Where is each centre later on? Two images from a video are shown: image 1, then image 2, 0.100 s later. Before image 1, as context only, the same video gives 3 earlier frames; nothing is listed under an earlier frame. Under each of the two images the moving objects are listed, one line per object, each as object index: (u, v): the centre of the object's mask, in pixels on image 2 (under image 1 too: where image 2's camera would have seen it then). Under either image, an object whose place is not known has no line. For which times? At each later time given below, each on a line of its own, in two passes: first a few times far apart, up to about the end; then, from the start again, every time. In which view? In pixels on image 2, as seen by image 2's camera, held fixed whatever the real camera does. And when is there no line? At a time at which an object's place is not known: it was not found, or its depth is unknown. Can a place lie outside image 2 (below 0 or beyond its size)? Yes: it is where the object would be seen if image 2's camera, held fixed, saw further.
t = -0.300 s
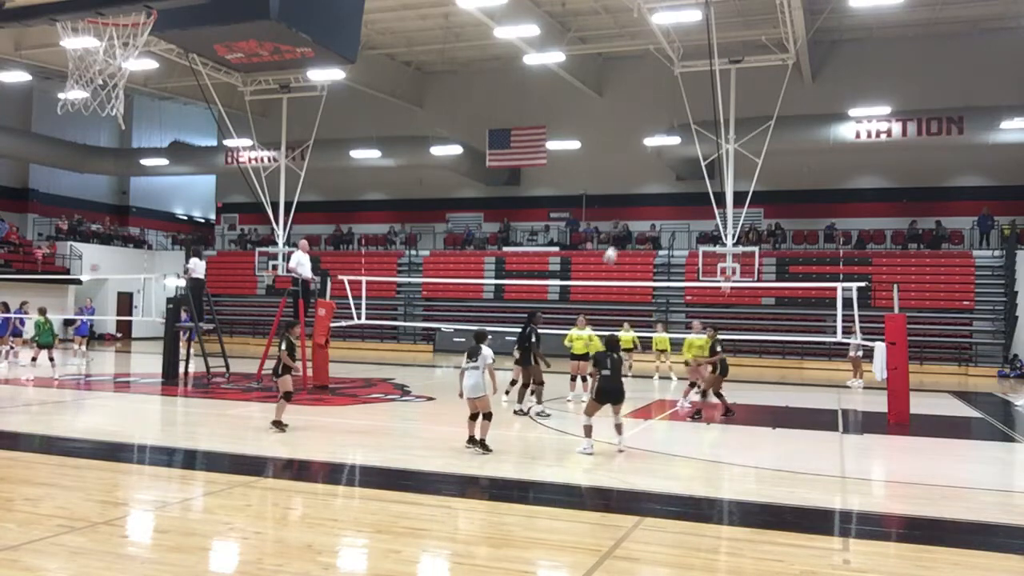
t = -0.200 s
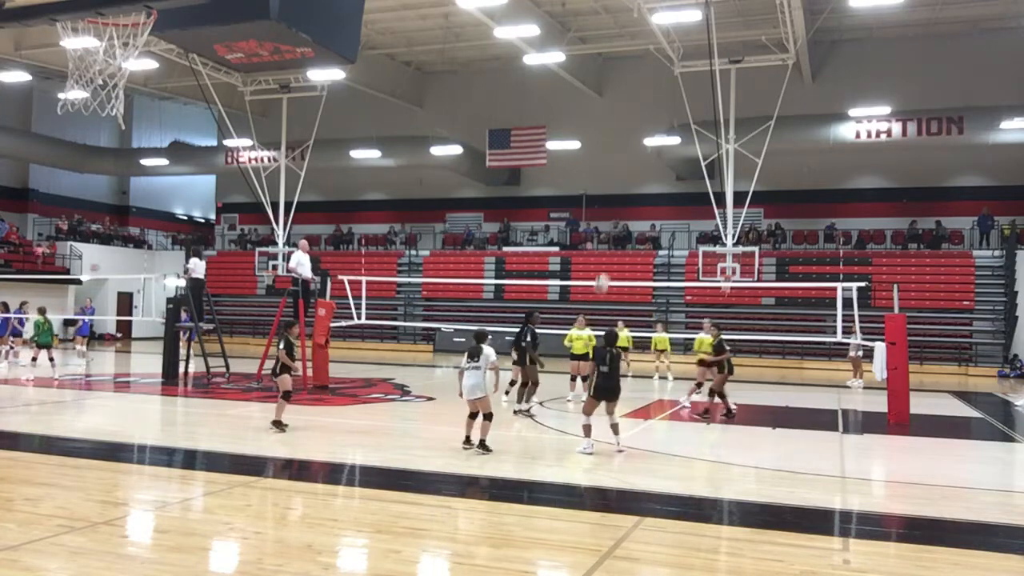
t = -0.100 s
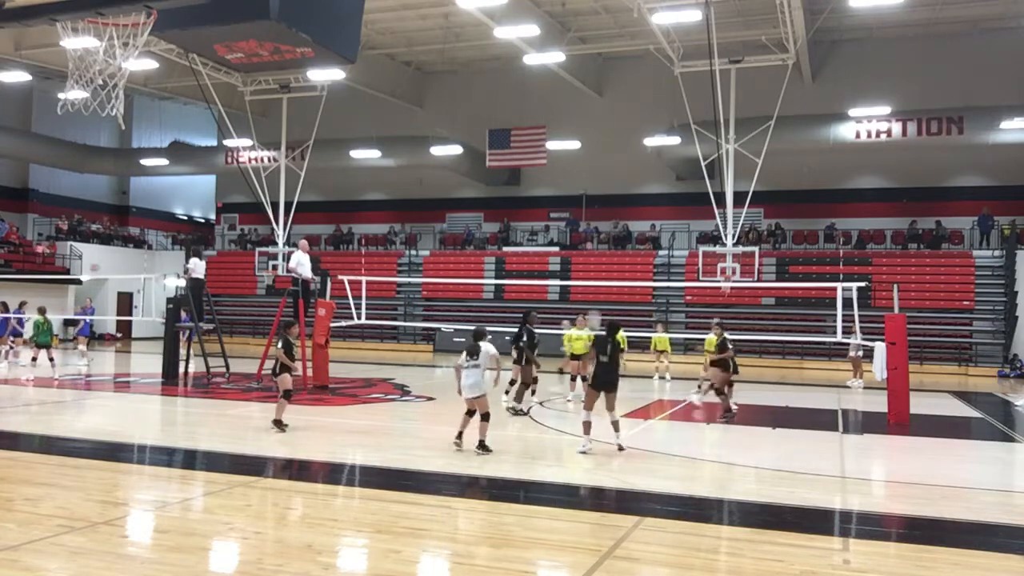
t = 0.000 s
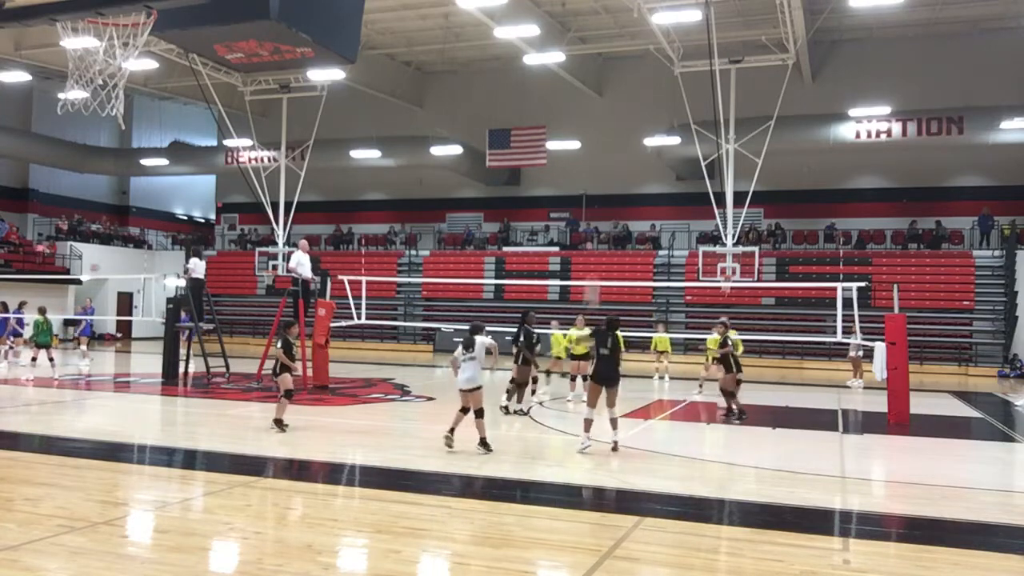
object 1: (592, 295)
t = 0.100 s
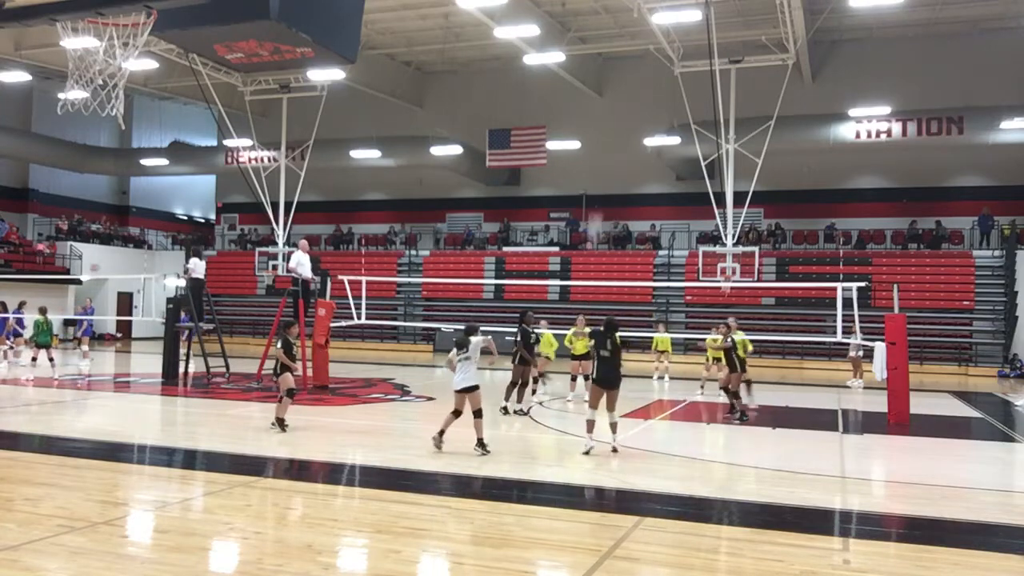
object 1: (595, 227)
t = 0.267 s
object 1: (602, 139)
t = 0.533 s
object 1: (609, 56)
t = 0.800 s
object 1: (615, 24)
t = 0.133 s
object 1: (597, 207)
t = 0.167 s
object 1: (598, 190)
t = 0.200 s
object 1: (600, 171)
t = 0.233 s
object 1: (601, 155)
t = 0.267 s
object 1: (602, 139)
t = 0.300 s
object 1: (602, 126)
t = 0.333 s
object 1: (603, 113)
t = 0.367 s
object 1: (605, 101)
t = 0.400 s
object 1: (606, 90)
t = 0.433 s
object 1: (607, 80)
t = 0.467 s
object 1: (608, 71)
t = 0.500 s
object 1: (609, 62)
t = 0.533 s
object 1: (609, 56)
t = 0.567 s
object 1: (610, 48)
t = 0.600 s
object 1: (611, 42)
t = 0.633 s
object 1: (612, 37)
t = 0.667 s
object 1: (613, 33)
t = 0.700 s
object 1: (613, 30)
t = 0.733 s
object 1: (614, 27)
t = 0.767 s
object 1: (614, 26)
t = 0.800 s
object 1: (615, 24)
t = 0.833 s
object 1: (616, 24)
